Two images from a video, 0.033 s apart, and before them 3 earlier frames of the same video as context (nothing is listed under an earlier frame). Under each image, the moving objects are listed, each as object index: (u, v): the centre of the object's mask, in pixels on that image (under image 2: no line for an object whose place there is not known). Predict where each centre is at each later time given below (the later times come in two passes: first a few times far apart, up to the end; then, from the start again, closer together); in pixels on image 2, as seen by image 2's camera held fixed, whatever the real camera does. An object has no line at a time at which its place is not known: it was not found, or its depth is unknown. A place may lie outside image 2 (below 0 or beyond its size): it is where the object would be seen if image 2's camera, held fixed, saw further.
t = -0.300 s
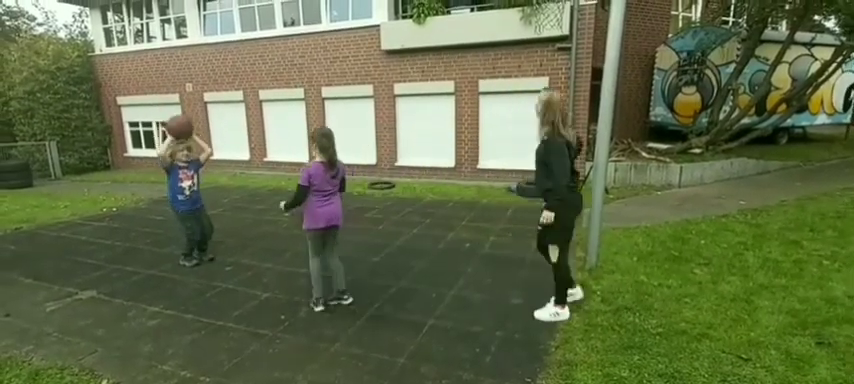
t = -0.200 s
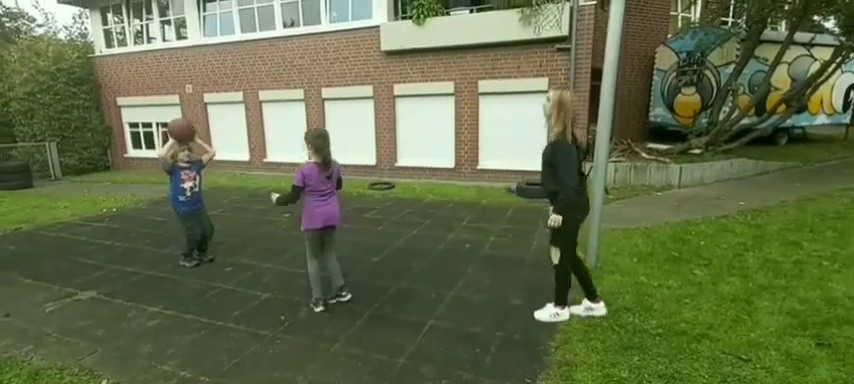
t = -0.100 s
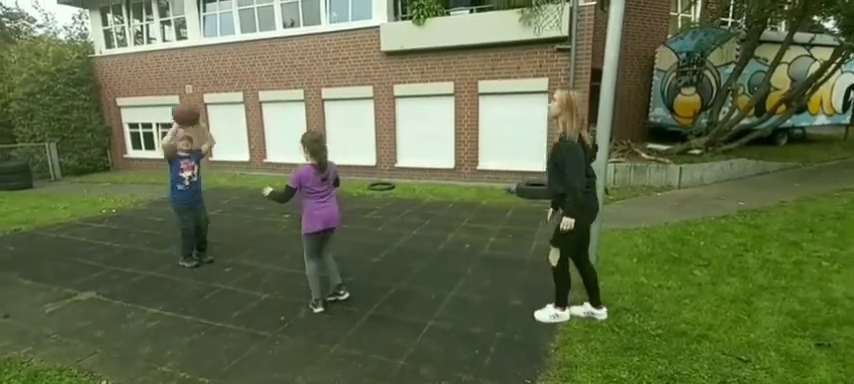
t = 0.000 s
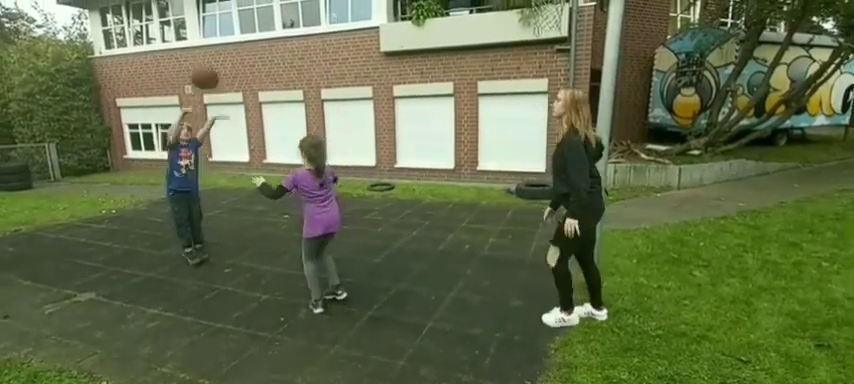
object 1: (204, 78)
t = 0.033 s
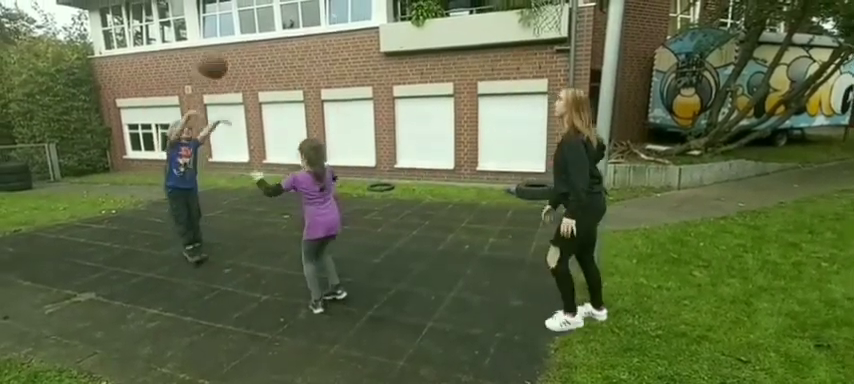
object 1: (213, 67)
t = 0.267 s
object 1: (285, 11)
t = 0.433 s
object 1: (354, 10)
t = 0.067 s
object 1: (220, 54)
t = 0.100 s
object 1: (230, 44)
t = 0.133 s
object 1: (240, 35)
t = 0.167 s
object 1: (250, 27)
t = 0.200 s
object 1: (261, 20)
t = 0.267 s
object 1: (285, 11)
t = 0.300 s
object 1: (297, 9)
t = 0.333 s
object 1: (311, 8)
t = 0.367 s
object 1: (325, 8)
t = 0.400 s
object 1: (339, 8)
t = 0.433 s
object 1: (354, 10)
